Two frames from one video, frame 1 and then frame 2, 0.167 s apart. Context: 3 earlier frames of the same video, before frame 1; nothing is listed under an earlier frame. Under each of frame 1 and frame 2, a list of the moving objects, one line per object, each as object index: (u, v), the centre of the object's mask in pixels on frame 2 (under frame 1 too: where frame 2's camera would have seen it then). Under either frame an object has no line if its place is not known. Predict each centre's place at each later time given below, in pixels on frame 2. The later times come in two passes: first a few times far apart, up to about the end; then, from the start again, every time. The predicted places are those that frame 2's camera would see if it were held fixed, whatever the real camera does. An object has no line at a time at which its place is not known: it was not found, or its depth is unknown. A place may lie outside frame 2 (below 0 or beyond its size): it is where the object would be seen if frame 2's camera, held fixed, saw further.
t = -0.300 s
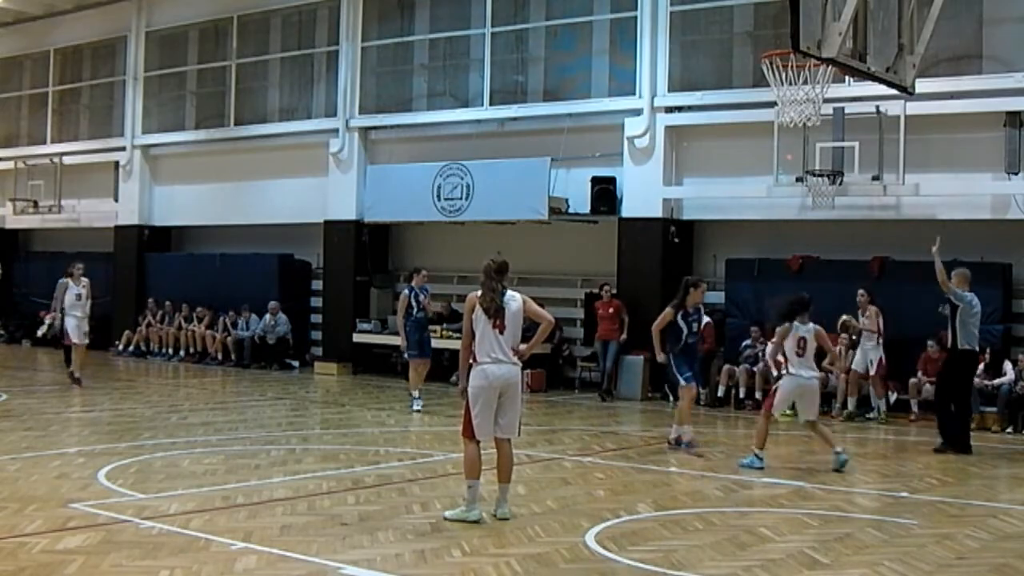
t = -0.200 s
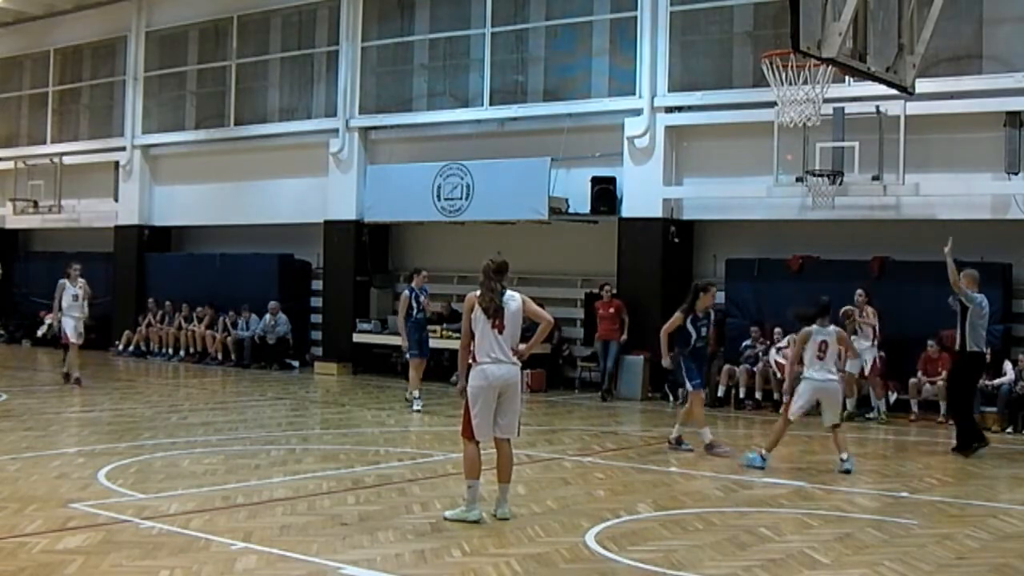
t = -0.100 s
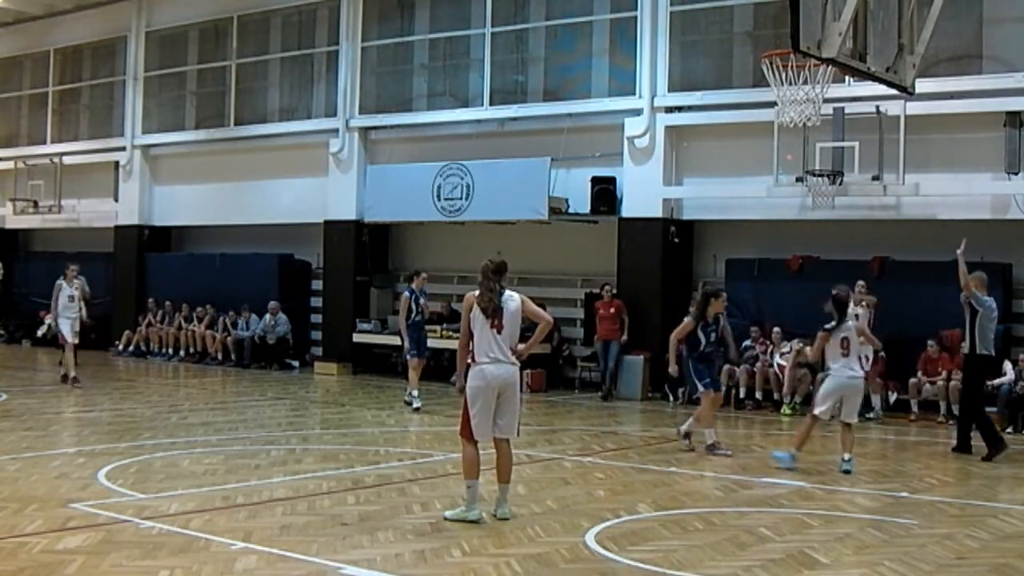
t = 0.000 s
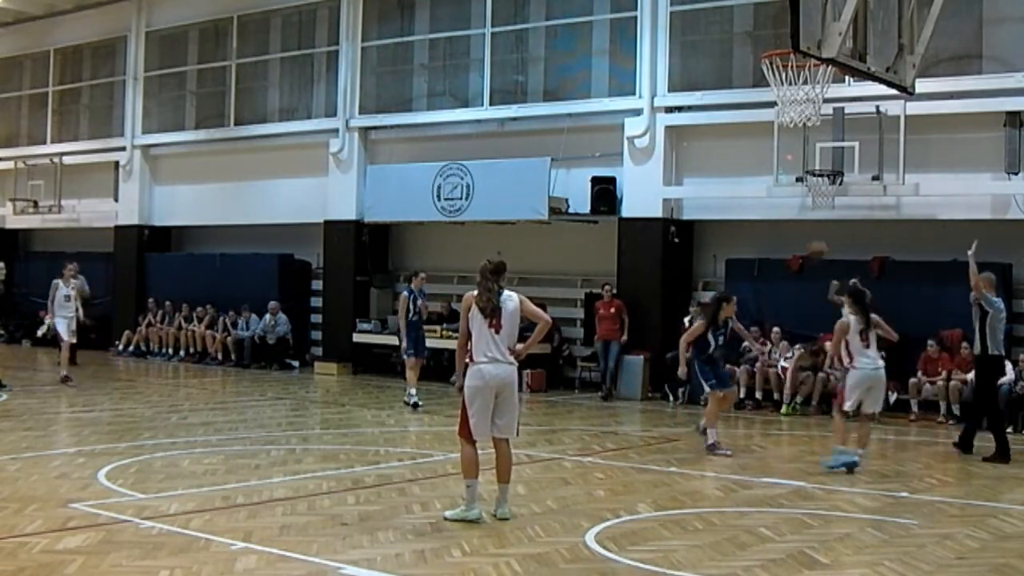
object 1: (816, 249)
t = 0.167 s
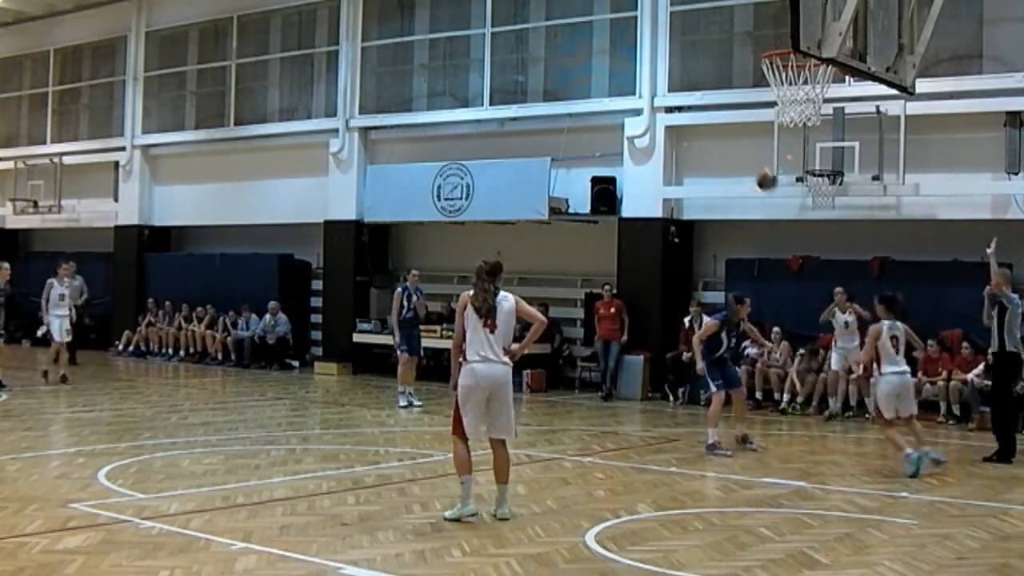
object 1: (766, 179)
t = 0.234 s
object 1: (743, 157)
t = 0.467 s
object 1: (654, 102)
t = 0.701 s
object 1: (542, 94)
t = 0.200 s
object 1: (755, 168)
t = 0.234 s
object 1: (743, 157)
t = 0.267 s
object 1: (731, 147)
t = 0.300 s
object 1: (719, 137)
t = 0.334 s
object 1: (707, 129)
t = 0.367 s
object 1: (694, 120)
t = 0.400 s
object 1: (680, 113)
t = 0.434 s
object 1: (667, 106)
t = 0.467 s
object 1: (654, 102)
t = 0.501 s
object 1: (640, 98)
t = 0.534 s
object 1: (625, 94)
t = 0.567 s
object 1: (609, 91)
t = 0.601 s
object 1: (593, 90)
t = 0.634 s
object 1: (576, 90)
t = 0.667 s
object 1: (560, 91)
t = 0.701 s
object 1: (542, 94)
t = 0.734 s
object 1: (524, 98)
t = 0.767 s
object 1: (505, 103)
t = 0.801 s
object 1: (486, 113)
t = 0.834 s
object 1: (464, 123)
